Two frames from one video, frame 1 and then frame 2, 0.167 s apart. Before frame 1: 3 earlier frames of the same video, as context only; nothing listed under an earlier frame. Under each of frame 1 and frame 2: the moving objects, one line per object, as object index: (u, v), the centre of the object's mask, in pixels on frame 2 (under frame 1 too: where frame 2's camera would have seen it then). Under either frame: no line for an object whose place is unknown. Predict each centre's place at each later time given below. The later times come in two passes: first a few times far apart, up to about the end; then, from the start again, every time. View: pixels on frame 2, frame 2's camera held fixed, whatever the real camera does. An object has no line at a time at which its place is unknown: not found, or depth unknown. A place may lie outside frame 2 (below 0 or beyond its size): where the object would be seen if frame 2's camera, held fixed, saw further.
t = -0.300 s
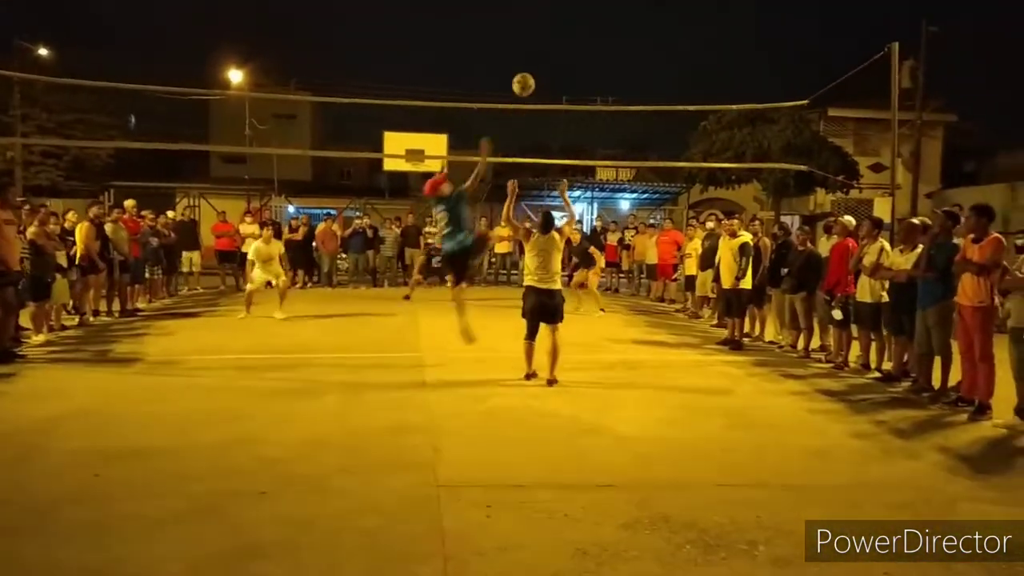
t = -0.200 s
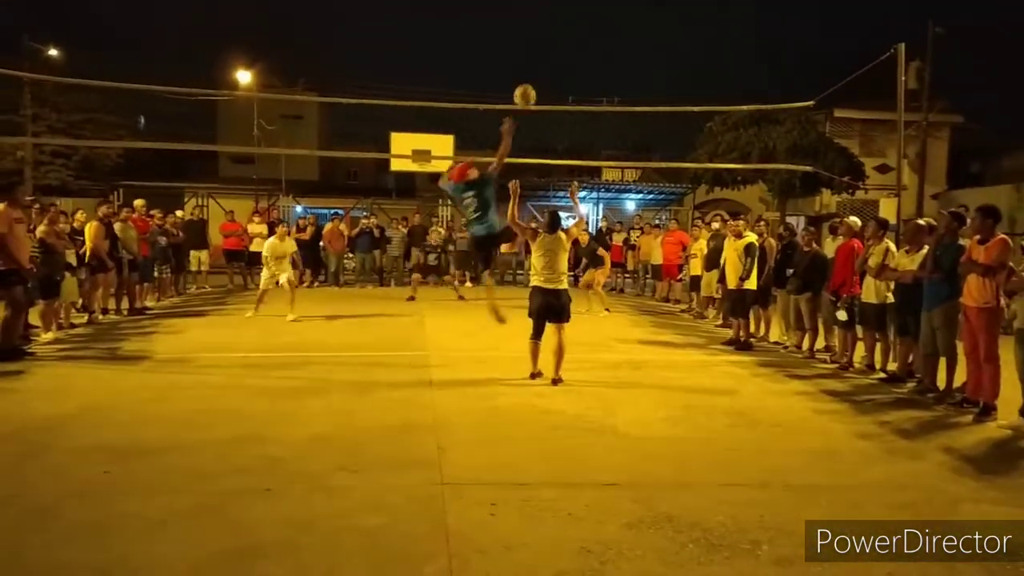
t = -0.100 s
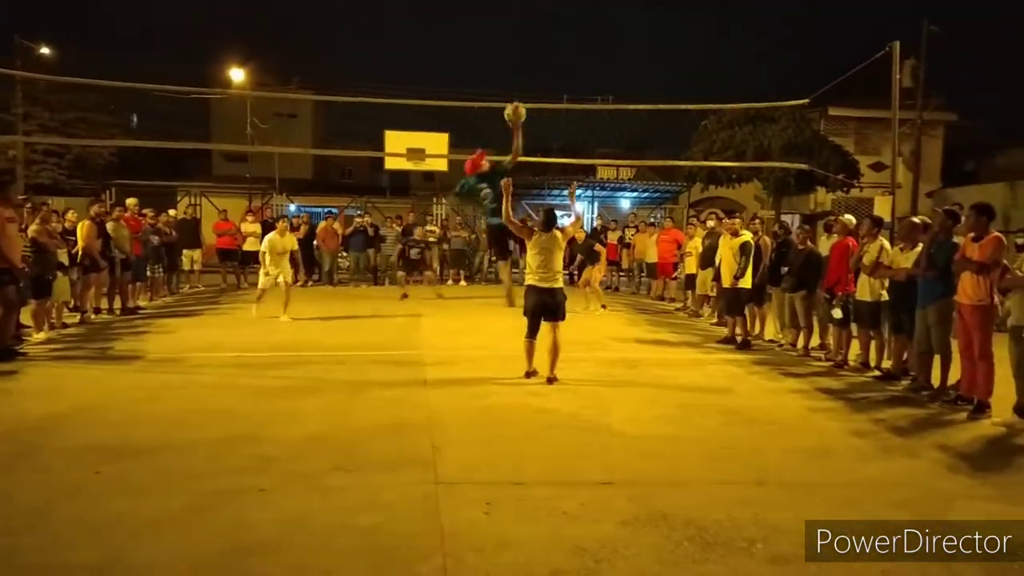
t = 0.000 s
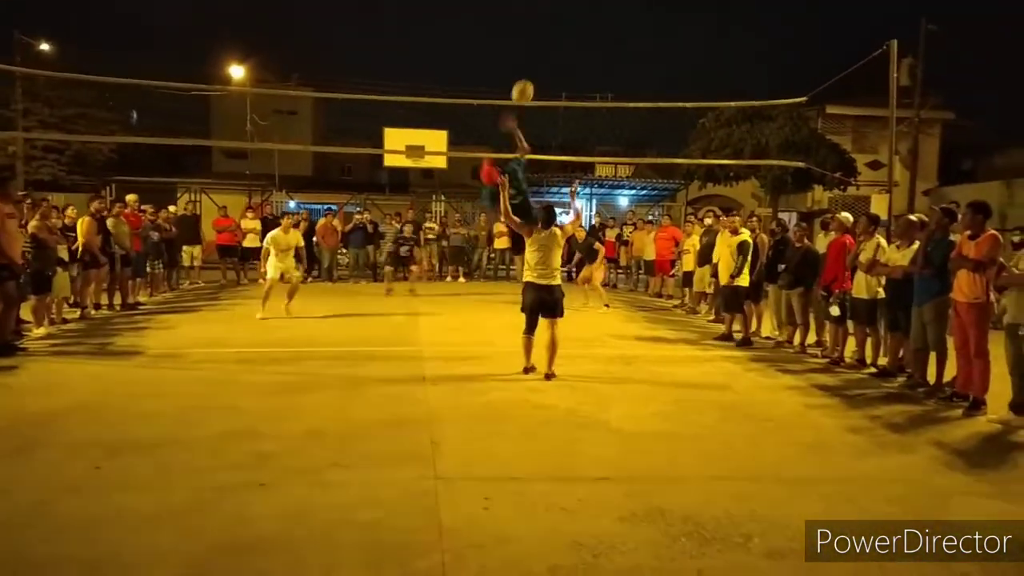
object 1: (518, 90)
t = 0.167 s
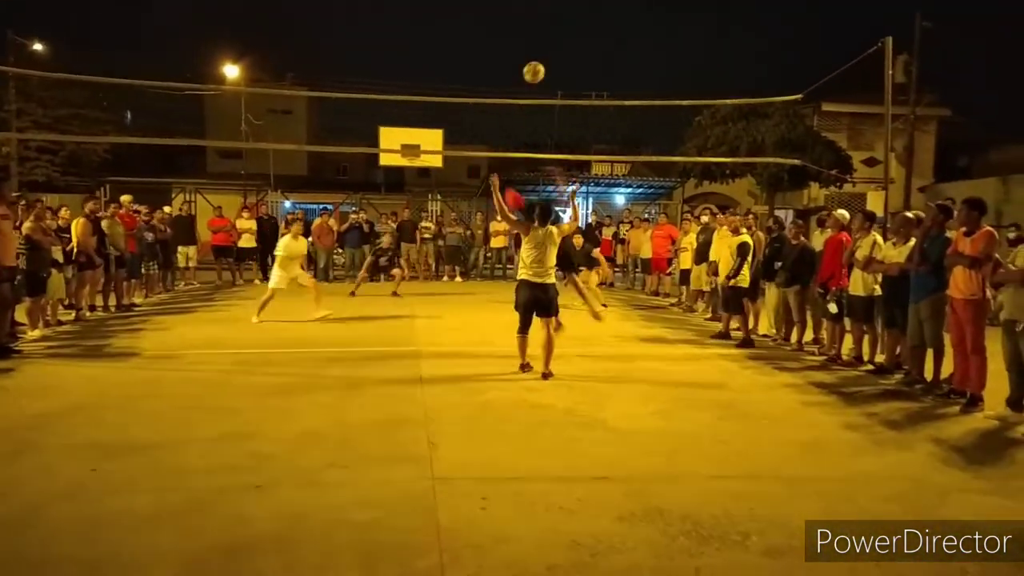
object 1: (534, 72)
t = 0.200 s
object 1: (537, 72)
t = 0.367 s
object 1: (551, 84)
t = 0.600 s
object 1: (568, 140)
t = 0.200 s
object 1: (537, 72)
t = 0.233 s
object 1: (539, 72)
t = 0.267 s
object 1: (543, 74)
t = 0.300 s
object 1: (546, 77)
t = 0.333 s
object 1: (548, 81)
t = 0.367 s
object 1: (551, 84)
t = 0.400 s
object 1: (554, 90)
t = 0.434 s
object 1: (557, 96)
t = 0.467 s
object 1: (559, 104)
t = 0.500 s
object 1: (561, 113)
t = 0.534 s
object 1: (564, 121)
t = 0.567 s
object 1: (566, 130)
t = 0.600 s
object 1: (568, 140)
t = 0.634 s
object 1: (570, 152)
